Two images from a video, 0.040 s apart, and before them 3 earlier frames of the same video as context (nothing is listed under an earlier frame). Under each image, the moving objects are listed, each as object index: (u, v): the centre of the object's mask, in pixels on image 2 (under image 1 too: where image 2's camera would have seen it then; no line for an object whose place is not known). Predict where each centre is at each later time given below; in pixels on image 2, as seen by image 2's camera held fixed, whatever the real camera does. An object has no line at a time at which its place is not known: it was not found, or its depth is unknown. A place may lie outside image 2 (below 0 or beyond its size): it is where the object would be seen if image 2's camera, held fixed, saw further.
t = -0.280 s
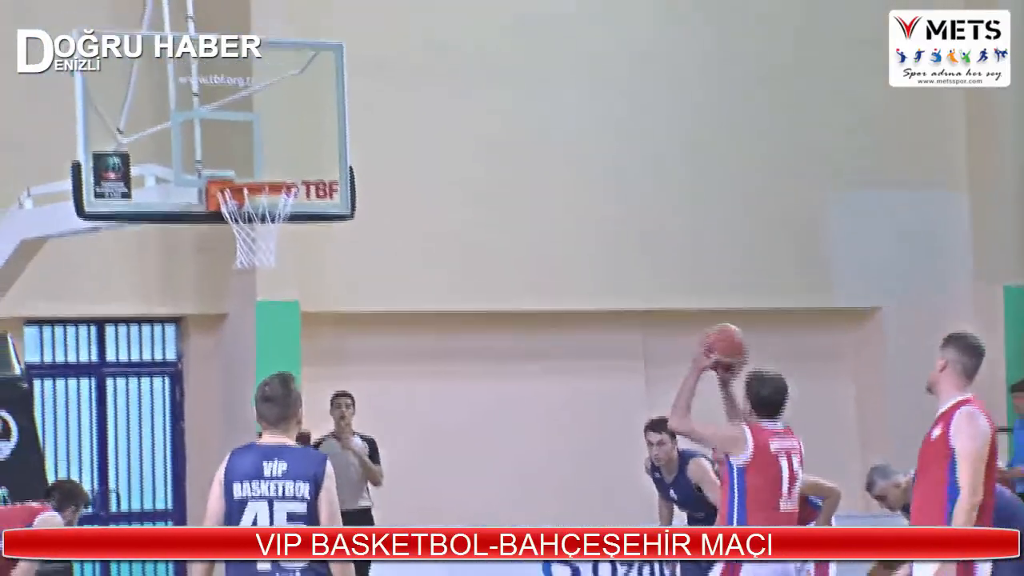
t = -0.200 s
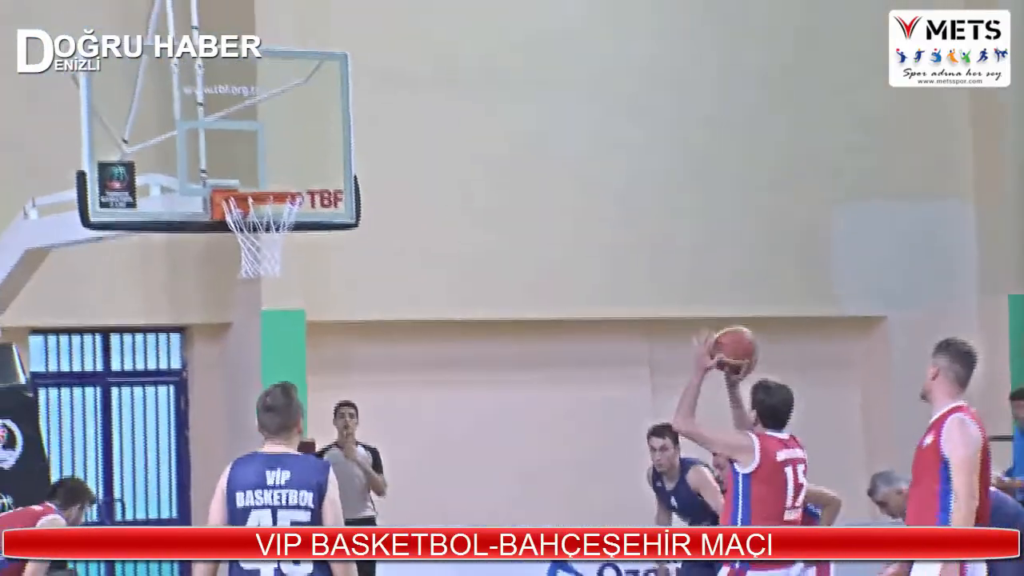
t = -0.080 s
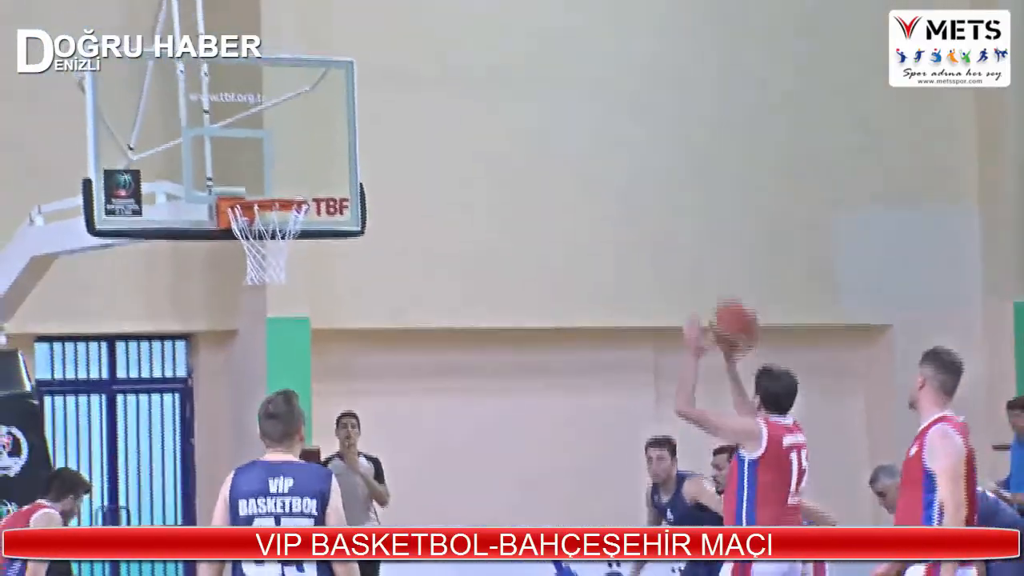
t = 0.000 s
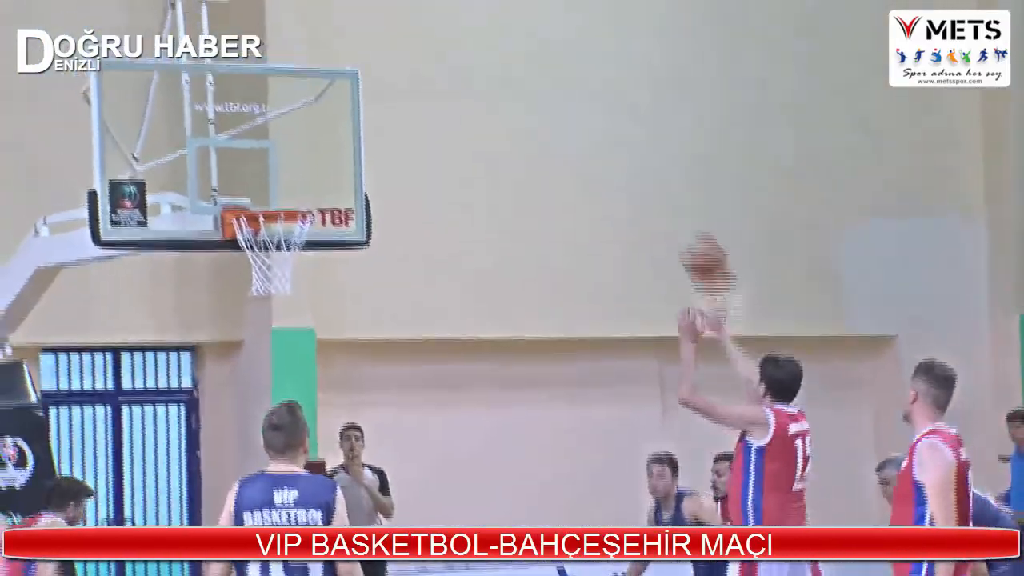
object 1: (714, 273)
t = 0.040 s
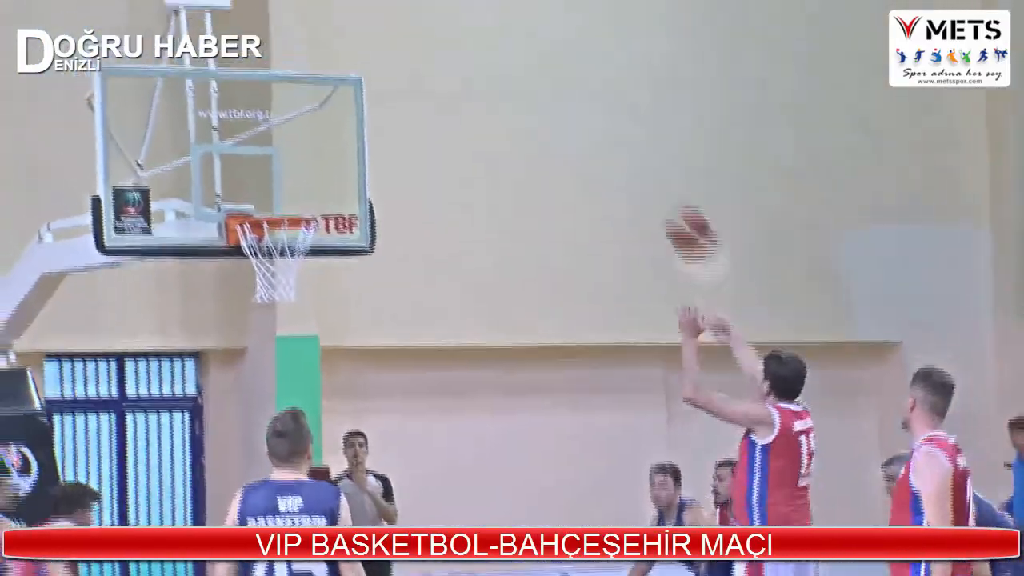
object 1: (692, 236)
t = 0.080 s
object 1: (669, 199)
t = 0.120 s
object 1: (647, 167)
